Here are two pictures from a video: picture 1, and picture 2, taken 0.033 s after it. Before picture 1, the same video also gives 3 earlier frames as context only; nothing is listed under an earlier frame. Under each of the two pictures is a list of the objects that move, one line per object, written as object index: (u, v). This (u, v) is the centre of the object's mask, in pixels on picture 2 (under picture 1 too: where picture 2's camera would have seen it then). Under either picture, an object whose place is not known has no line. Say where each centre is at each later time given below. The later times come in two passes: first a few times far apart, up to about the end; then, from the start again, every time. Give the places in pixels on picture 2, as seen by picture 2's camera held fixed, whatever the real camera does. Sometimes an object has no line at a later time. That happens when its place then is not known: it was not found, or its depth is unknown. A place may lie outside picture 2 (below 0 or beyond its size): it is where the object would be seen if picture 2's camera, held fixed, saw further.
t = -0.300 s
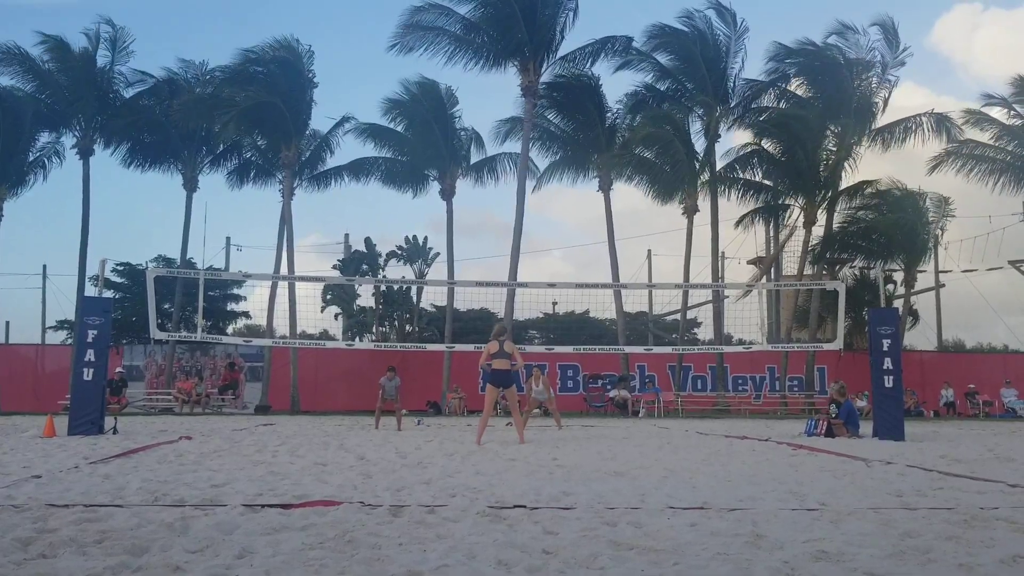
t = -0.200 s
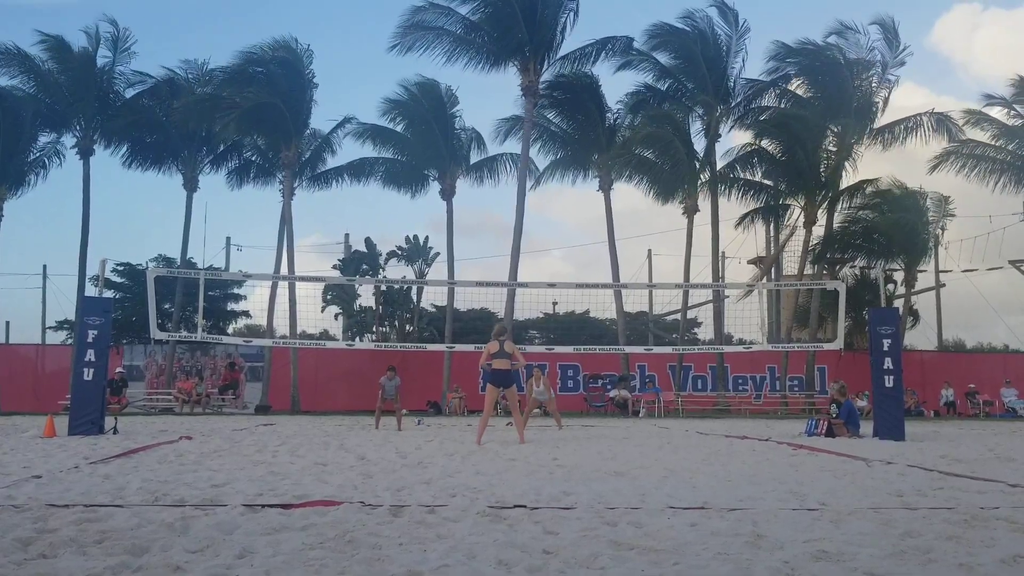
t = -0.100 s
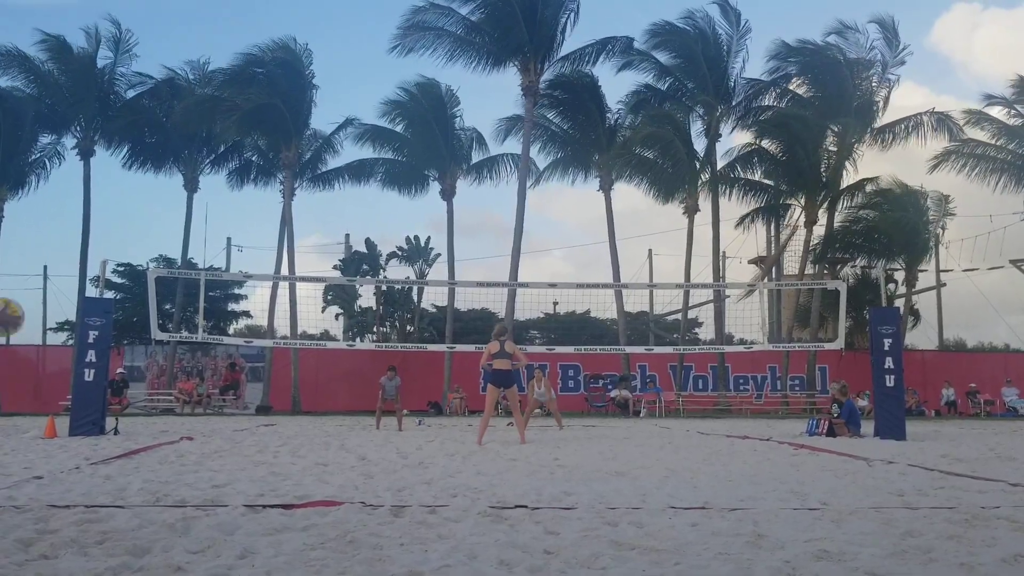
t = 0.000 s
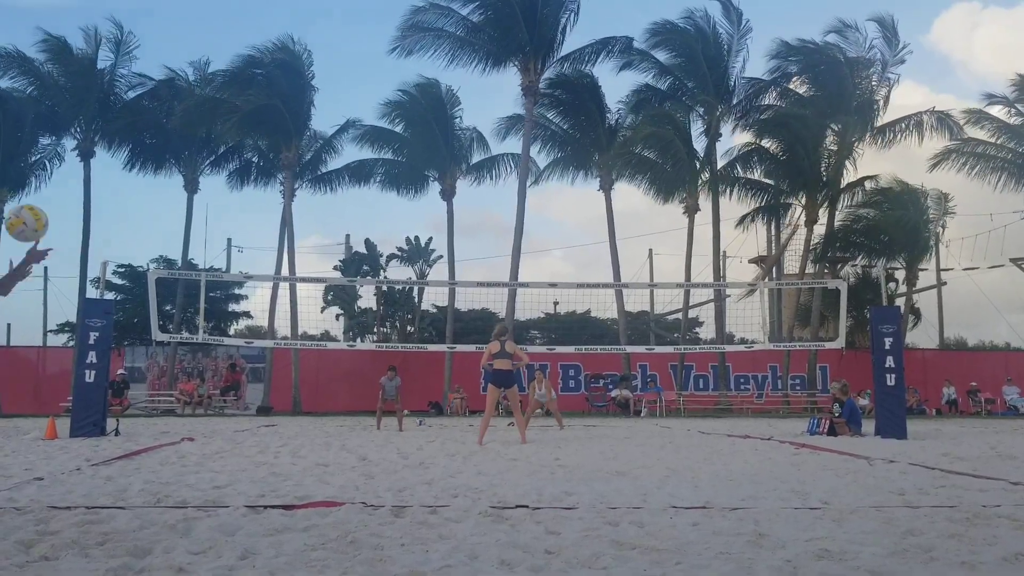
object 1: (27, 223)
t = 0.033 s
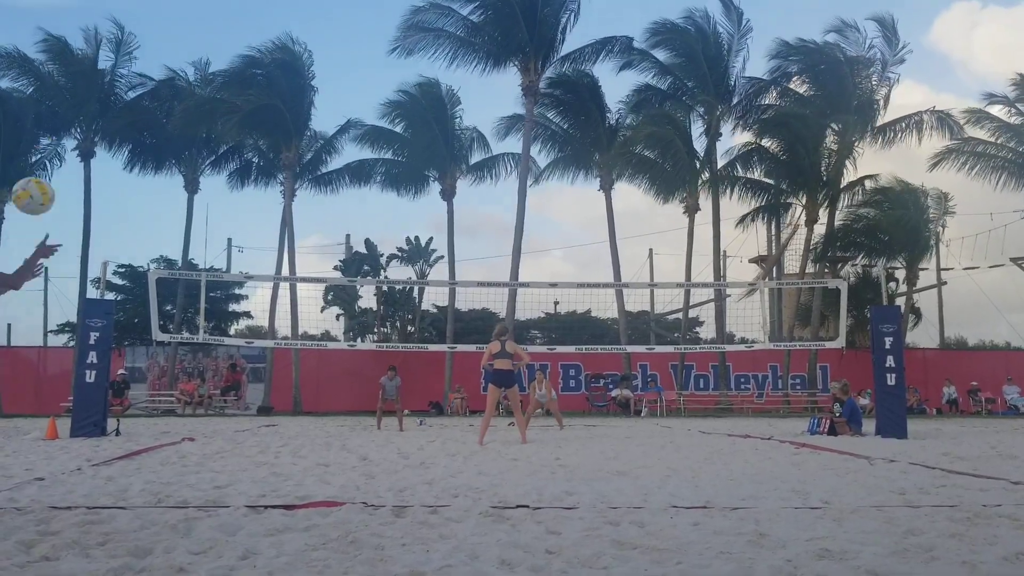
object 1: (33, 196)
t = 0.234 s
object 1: (66, 81)
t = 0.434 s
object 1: (91, 39)
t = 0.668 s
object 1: (112, 68)
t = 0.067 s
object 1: (39, 171)
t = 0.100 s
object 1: (45, 149)
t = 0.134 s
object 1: (51, 128)
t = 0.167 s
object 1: (56, 110)
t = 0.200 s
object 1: (61, 94)
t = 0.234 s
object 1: (66, 81)
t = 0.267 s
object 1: (71, 69)
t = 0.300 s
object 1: (75, 59)
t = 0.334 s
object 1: (80, 51)
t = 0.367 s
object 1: (84, 45)
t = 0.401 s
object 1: (88, 41)
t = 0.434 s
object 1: (91, 39)
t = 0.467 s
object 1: (95, 38)
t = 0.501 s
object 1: (98, 38)
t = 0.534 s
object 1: (101, 40)
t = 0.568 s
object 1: (104, 45)
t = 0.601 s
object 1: (107, 50)
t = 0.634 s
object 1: (110, 58)
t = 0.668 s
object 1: (112, 68)
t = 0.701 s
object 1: (114, 78)
